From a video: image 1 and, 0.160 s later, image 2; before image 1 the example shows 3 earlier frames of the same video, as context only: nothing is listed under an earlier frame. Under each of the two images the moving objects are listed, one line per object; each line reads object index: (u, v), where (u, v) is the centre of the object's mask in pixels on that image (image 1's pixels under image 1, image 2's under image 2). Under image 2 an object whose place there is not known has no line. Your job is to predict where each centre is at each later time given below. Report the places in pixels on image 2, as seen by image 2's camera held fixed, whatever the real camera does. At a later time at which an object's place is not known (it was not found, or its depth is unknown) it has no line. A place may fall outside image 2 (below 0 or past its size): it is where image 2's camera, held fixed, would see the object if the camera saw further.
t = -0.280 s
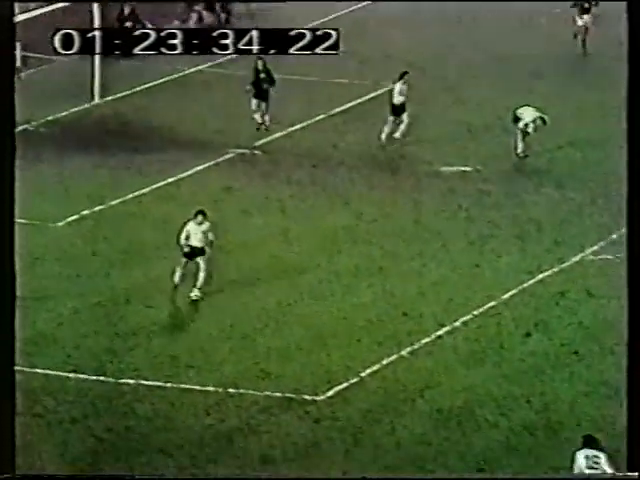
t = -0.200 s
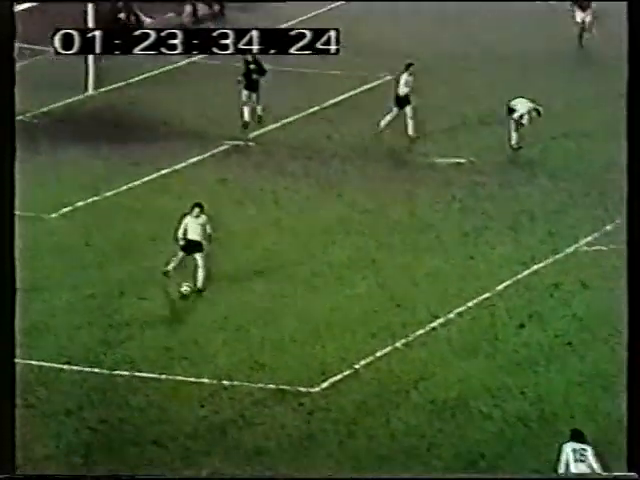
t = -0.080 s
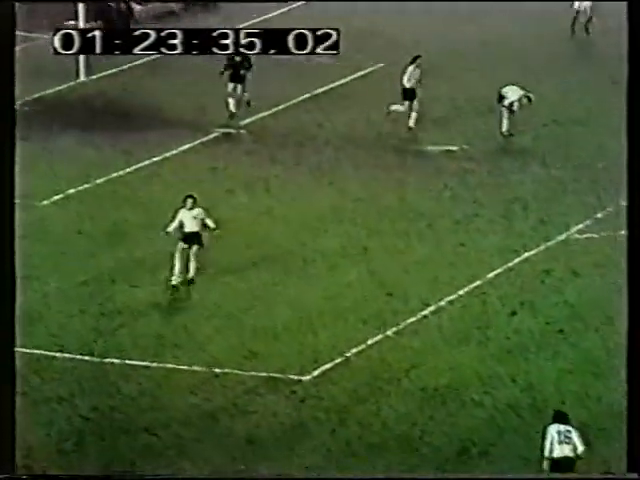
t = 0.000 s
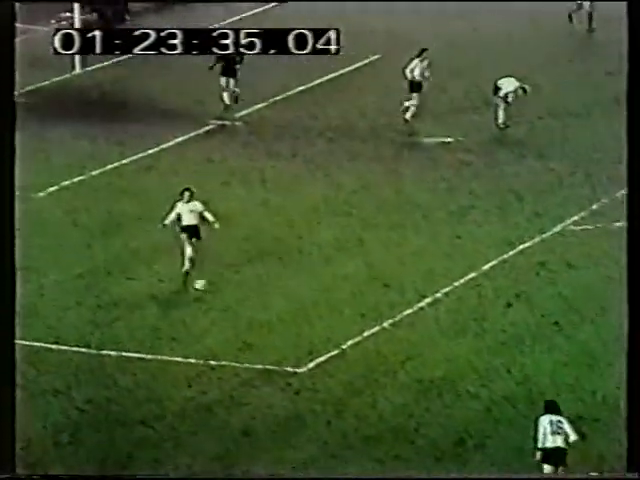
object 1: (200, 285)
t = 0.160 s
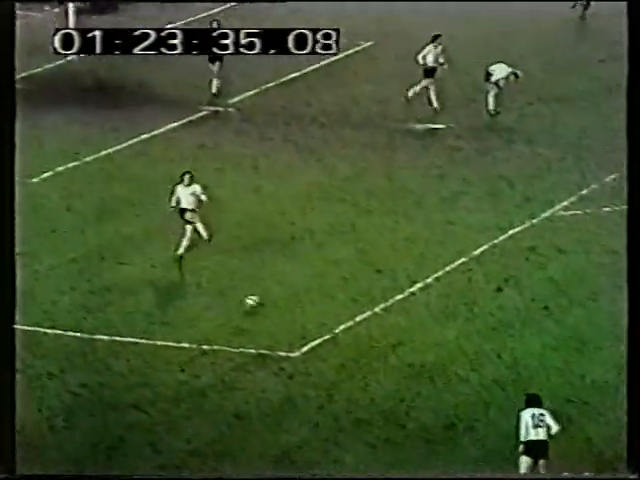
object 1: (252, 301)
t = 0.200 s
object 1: (264, 305)
